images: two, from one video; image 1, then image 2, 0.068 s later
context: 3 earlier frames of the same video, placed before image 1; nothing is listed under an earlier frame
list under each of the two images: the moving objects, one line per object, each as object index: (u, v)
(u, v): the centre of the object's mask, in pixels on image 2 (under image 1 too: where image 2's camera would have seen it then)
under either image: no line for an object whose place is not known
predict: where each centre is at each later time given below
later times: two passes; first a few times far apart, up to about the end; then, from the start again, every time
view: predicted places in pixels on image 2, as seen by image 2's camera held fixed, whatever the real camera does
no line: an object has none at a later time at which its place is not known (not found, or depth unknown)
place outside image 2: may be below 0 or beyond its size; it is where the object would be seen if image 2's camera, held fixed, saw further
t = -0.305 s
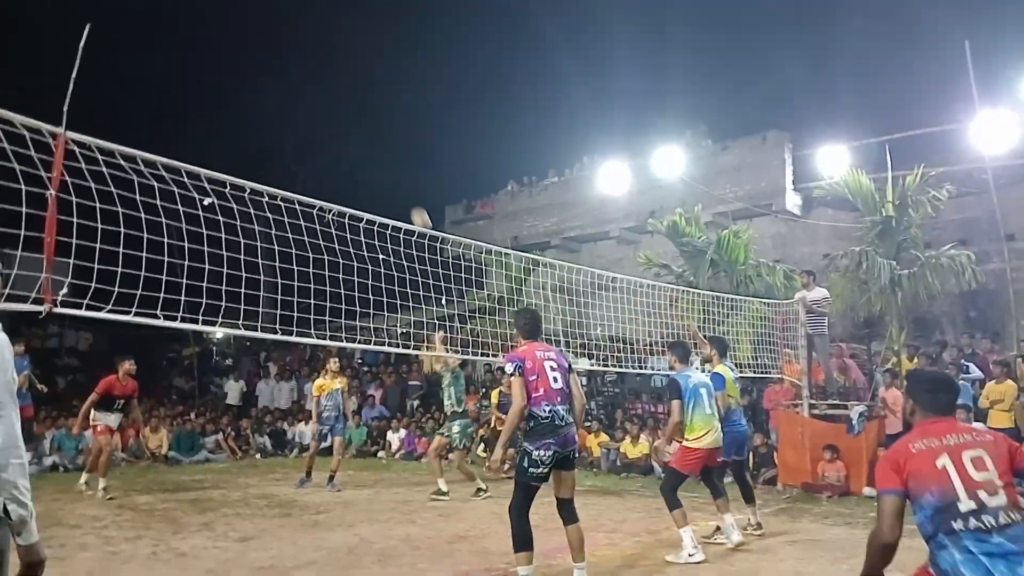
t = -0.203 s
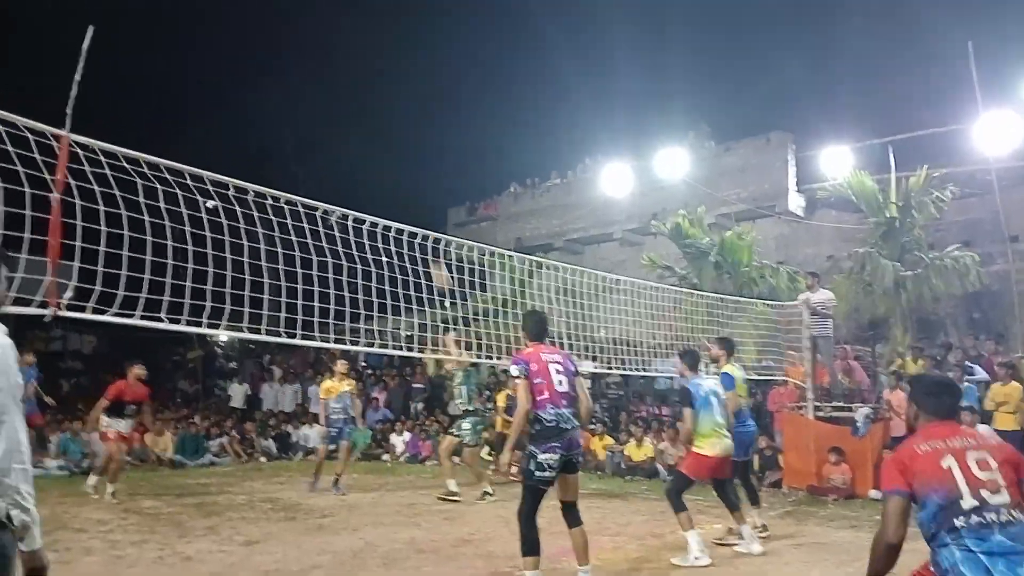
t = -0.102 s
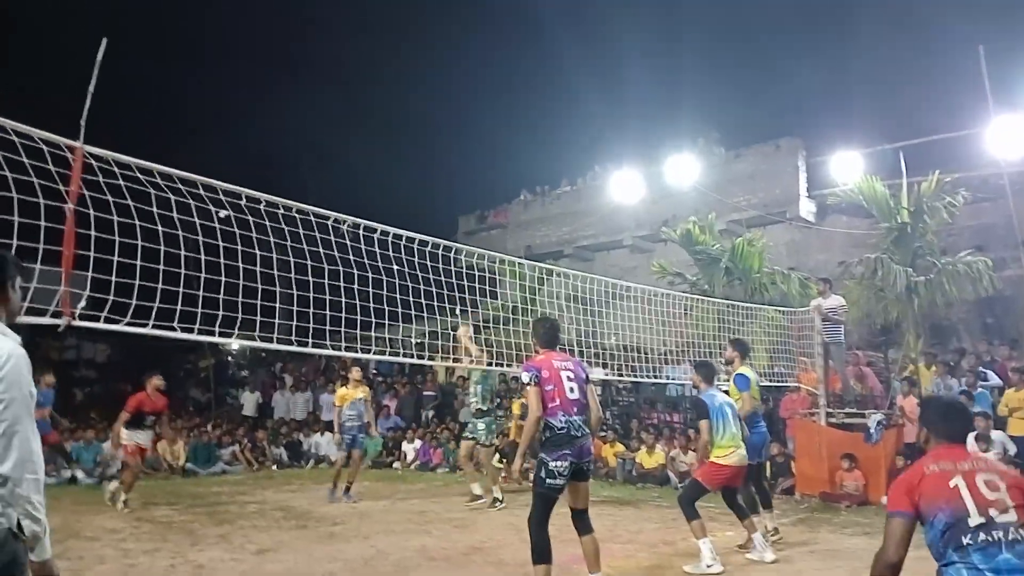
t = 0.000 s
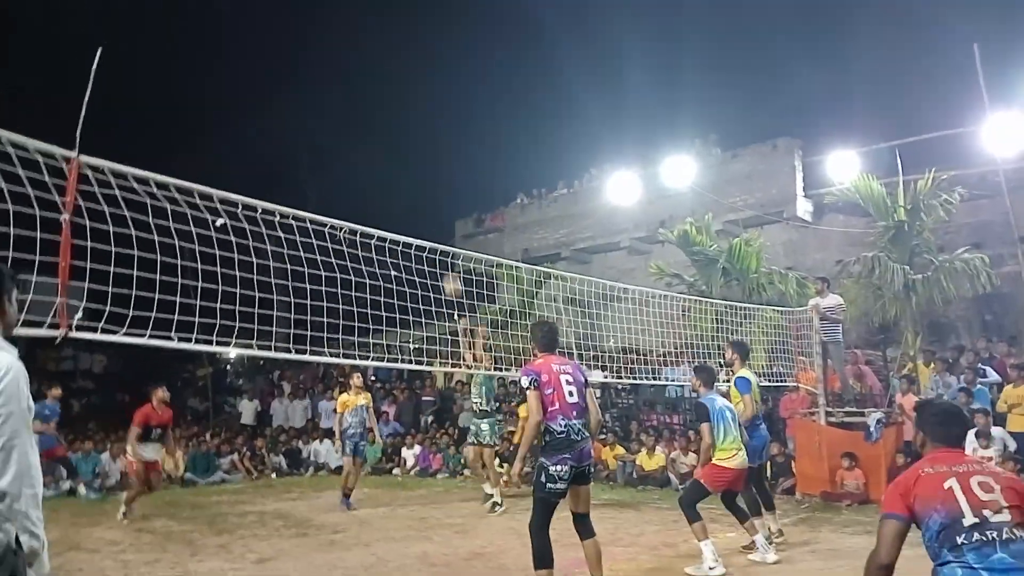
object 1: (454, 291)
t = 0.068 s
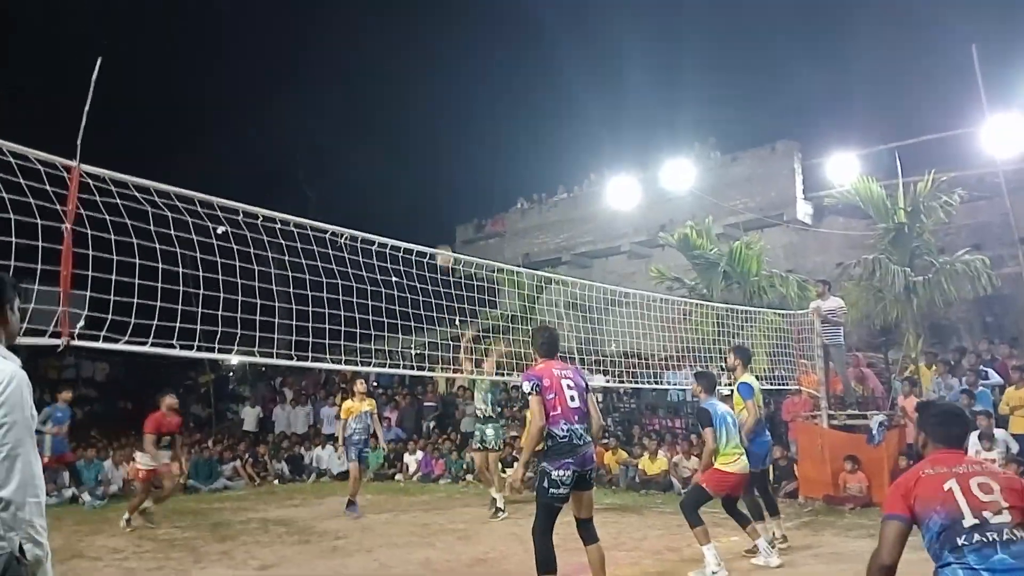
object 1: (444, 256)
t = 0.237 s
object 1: (421, 187)
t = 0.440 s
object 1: (392, 127)
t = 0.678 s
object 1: (353, 94)
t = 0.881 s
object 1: (317, 102)
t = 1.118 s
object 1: (268, 167)
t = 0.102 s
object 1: (440, 240)
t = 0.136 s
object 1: (436, 227)
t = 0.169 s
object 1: (431, 213)
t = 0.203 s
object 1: (426, 199)
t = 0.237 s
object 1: (421, 187)
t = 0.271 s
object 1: (417, 176)
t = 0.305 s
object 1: (412, 164)
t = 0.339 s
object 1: (407, 154)
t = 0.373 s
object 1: (402, 144)
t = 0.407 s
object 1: (397, 135)
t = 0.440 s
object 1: (392, 127)
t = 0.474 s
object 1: (387, 120)
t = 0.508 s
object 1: (381, 113)
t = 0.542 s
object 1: (376, 108)
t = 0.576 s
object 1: (371, 103)
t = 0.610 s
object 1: (365, 99)
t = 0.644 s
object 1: (359, 96)
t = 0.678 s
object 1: (353, 94)
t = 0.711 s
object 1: (347, 93)
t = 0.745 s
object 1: (342, 93)
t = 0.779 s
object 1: (336, 93)
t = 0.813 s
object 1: (329, 95)
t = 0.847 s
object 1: (323, 98)
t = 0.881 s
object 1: (317, 102)
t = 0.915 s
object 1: (310, 108)
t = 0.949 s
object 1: (303, 115)
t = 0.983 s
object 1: (297, 122)
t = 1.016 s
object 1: (289, 131)
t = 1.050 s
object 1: (282, 141)
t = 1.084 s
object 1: (275, 153)
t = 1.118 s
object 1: (268, 167)
